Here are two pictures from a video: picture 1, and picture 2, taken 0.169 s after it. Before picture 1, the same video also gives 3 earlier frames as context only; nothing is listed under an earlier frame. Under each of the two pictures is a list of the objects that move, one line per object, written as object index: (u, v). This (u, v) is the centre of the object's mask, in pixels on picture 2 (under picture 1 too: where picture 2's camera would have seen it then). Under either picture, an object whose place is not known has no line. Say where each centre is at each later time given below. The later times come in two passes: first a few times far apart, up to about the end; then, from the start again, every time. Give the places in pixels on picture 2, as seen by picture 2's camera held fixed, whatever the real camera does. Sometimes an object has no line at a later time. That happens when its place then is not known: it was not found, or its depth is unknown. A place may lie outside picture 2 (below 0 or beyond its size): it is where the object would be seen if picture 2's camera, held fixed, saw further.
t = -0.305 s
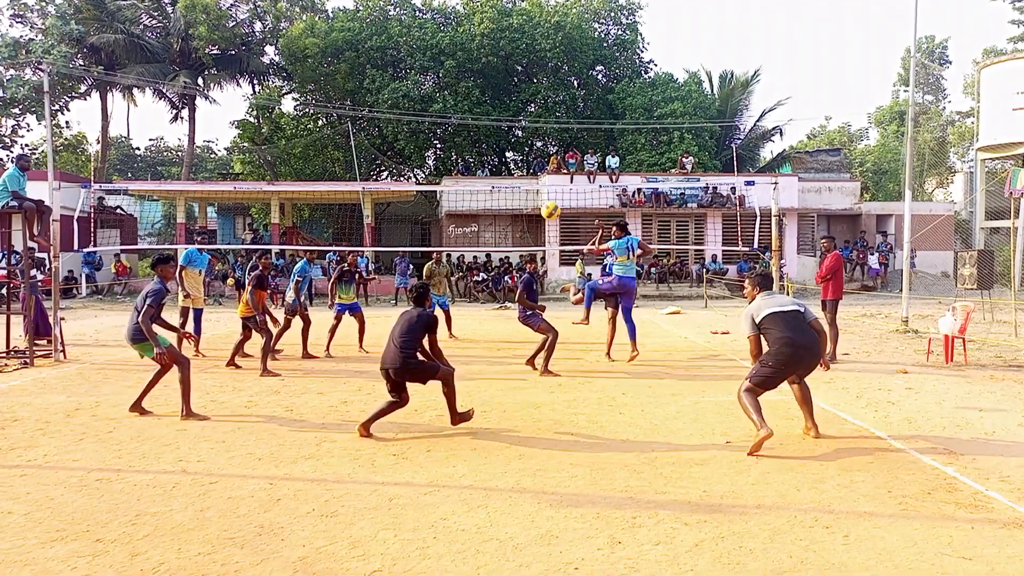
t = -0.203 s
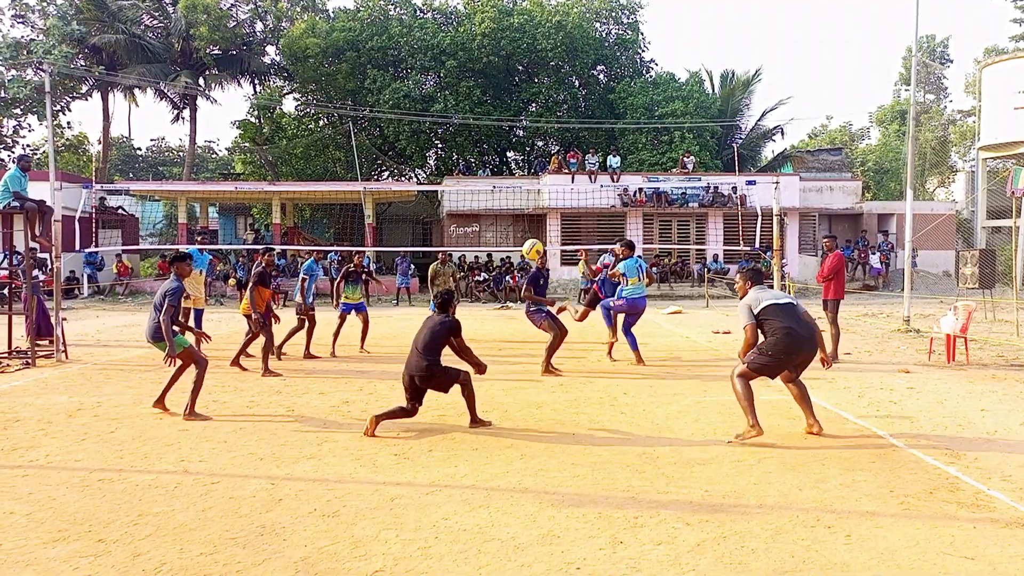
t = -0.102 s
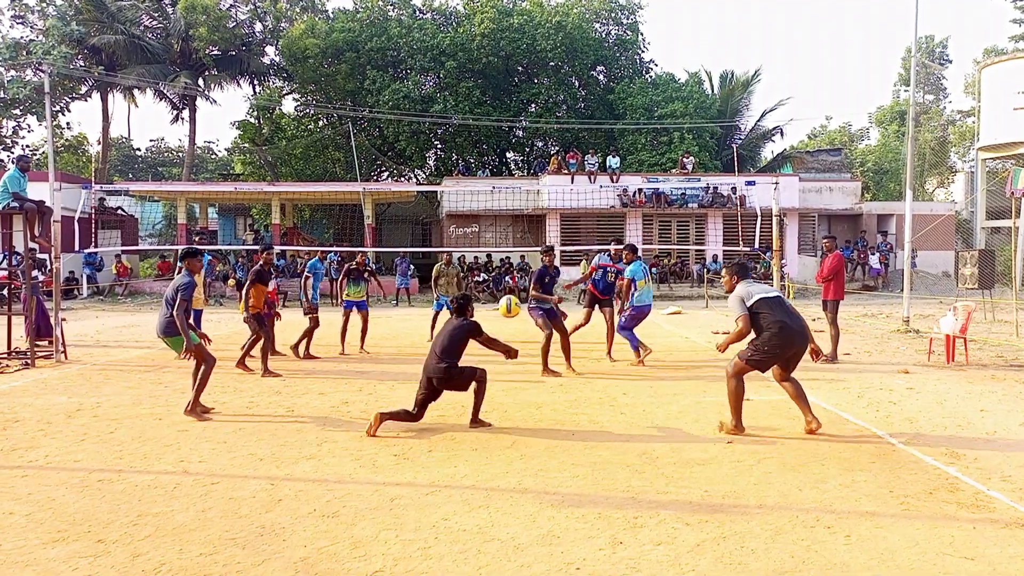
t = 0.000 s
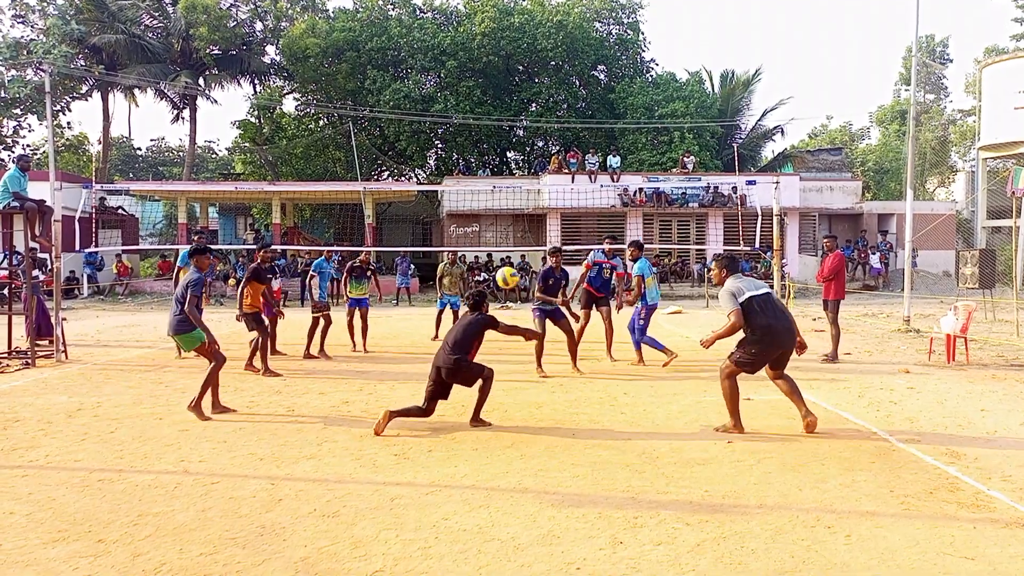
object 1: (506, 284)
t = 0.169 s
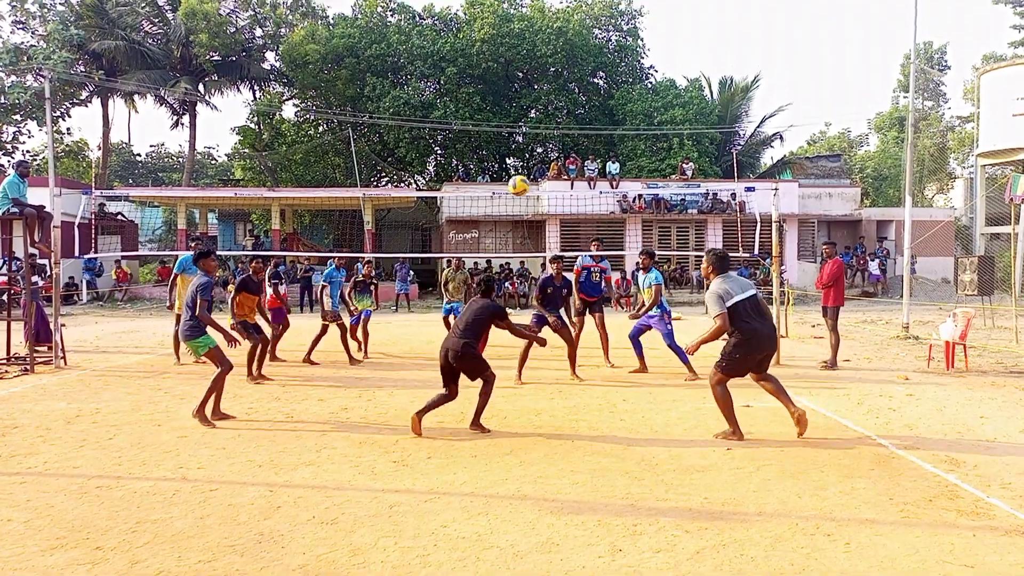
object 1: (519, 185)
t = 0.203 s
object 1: (521, 171)
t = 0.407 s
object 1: (531, 107)
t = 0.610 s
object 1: (538, 85)
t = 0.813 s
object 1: (544, 100)
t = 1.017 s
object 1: (550, 147)
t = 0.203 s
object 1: (521, 171)
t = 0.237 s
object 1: (522, 157)
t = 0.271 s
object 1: (524, 144)
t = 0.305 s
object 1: (526, 133)
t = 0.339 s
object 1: (528, 123)
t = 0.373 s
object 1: (529, 114)
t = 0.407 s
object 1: (531, 107)
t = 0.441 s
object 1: (532, 100)
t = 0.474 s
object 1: (534, 95)
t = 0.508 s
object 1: (535, 91)
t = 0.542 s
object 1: (536, 88)
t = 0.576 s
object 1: (537, 86)
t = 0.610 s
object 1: (538, 85)
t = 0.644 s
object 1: (539, 85)
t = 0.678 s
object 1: (541, 86)
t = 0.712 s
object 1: (542, 88)
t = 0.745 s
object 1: (542, 91)
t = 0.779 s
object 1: (543, 95)
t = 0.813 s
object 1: (544, 100)
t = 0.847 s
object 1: (545, 106)
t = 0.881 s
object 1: (546, 112)
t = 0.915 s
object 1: (547, 120)
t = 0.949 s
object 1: (548, 128)
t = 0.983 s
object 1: (549, 137)
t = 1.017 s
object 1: (550, 147)
